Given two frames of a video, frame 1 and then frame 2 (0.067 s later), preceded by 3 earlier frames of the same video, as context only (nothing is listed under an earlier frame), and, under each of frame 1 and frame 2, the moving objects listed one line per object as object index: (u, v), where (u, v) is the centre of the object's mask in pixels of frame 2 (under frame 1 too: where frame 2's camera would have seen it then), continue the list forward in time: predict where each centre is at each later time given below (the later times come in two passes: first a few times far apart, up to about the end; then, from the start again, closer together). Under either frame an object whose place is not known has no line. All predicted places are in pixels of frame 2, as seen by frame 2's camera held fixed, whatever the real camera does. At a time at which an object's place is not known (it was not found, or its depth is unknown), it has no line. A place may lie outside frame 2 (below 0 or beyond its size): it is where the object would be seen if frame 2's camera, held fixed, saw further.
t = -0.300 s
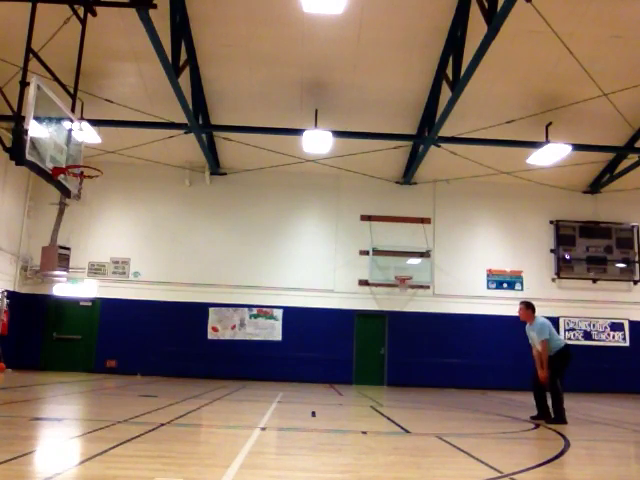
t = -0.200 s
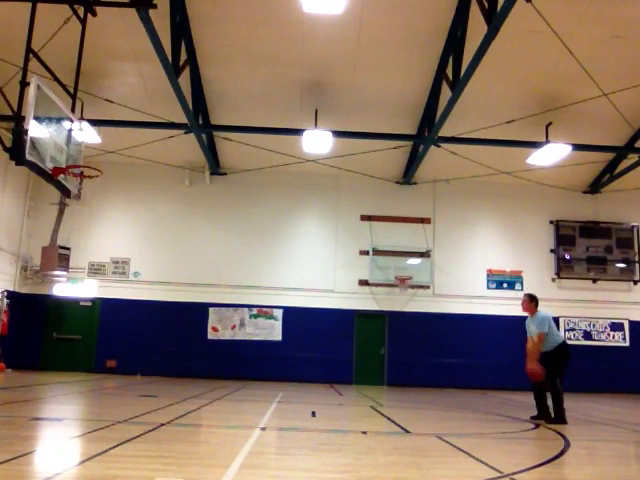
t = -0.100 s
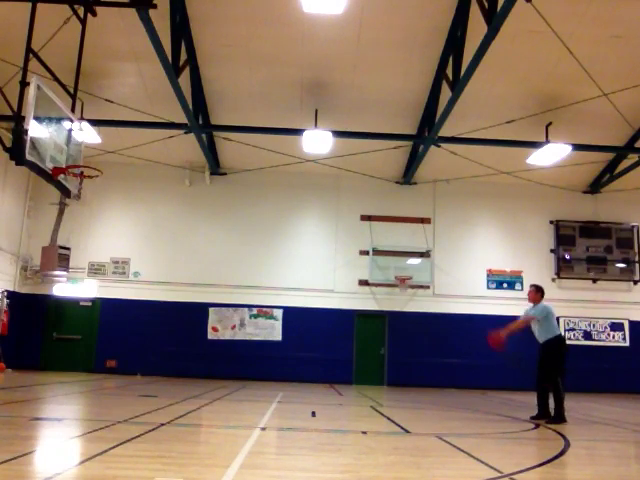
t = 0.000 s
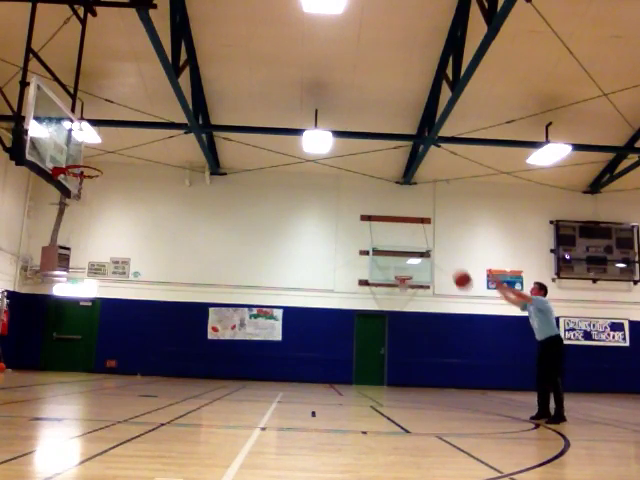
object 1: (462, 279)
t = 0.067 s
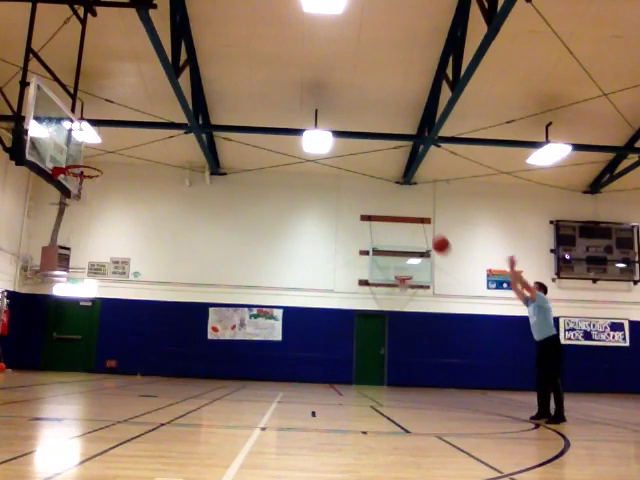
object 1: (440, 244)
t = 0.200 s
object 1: (399, 186)
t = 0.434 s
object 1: (331, 119)
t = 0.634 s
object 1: (274, 94)
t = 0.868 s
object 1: (209, 99)
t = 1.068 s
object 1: (149, 129)
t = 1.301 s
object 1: (131, 163)
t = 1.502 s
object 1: (193, 169)
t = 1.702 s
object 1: (254, 203)
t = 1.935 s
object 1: (321, 279)
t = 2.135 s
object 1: (378, 376)
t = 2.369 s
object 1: (431, 345)
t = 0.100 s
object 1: (430, 228)
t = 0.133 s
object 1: (420, 214)
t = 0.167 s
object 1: (410, 200)
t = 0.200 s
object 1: (399, 186)
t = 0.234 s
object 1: (389, 174)
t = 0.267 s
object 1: (380, 164)
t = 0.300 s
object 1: (370, 153)
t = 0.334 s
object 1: (360, 143)
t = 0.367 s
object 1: (350, 135)
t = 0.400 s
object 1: (341, 127)
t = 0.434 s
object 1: (331, 119)
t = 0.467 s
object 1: (322, 114)
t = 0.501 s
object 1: (312, 108)
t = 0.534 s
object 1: (303, 104)
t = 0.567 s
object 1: (293, 100)
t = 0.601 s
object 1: (284, 97)
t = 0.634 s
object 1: (274, 94)
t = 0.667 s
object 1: (266, 93)
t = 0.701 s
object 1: (256, 92)
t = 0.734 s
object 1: (246, 92)
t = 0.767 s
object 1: (237, 92)
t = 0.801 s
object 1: (227, 94)
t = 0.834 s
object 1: (218, 95)
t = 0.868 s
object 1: (209, 99)
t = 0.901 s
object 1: (199, 102)
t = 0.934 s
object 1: (189, 105)
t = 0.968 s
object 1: (179, 110)
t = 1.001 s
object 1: (169, 116)
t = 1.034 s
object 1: (159, 121)
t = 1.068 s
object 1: (149, 129)
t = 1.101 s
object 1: (139, 136)
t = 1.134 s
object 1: (129, 145)
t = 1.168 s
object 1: (119, 154)
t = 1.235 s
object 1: (110, 167)
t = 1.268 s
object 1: (121, 165)
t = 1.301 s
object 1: (131, 163)
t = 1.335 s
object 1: (142, 162)
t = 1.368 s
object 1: (152, 162)
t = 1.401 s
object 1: (163, 163)
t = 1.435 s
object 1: (173, 164)
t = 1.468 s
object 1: (183, 167)
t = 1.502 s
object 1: (193, 169)
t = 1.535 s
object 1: (204, 173)
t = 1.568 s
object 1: (214, 177)
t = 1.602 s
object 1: (224, 183)
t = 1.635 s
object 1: (234, 189)
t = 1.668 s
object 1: (244, 196)
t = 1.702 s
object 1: (254, 203)
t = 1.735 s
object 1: (263, 212)
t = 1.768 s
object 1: (273, 221)
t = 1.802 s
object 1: (283, 231)
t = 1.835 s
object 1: (293, 242)
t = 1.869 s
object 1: (303, 254)
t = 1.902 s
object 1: (312, 266)
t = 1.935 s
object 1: (321, 279)
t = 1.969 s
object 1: (331, 293)
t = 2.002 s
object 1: (341, 309)
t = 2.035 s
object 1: (351, 324)
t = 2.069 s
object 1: (360, 341)
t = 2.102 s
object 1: (369, 358)
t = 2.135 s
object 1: (378, 376)
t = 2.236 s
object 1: (405, 393)
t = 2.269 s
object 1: (411, 379)
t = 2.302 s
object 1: (418, 367)
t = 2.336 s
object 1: (424, 356)
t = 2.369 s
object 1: (431, 345)
